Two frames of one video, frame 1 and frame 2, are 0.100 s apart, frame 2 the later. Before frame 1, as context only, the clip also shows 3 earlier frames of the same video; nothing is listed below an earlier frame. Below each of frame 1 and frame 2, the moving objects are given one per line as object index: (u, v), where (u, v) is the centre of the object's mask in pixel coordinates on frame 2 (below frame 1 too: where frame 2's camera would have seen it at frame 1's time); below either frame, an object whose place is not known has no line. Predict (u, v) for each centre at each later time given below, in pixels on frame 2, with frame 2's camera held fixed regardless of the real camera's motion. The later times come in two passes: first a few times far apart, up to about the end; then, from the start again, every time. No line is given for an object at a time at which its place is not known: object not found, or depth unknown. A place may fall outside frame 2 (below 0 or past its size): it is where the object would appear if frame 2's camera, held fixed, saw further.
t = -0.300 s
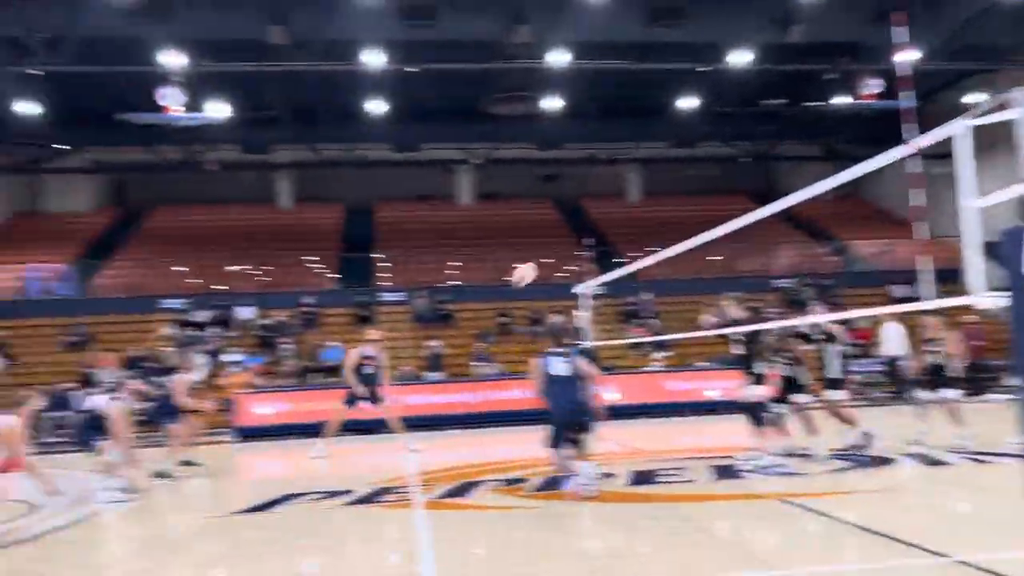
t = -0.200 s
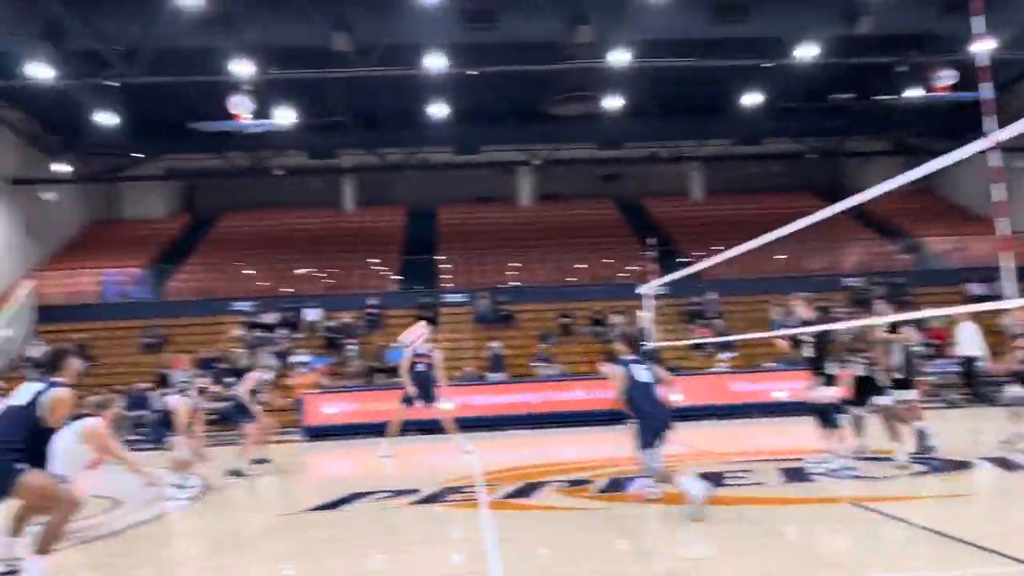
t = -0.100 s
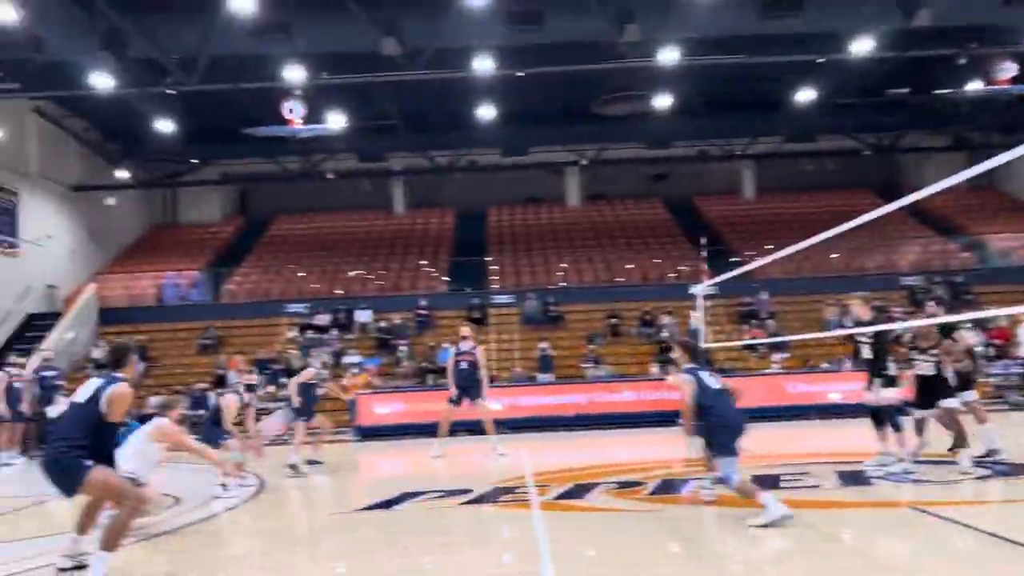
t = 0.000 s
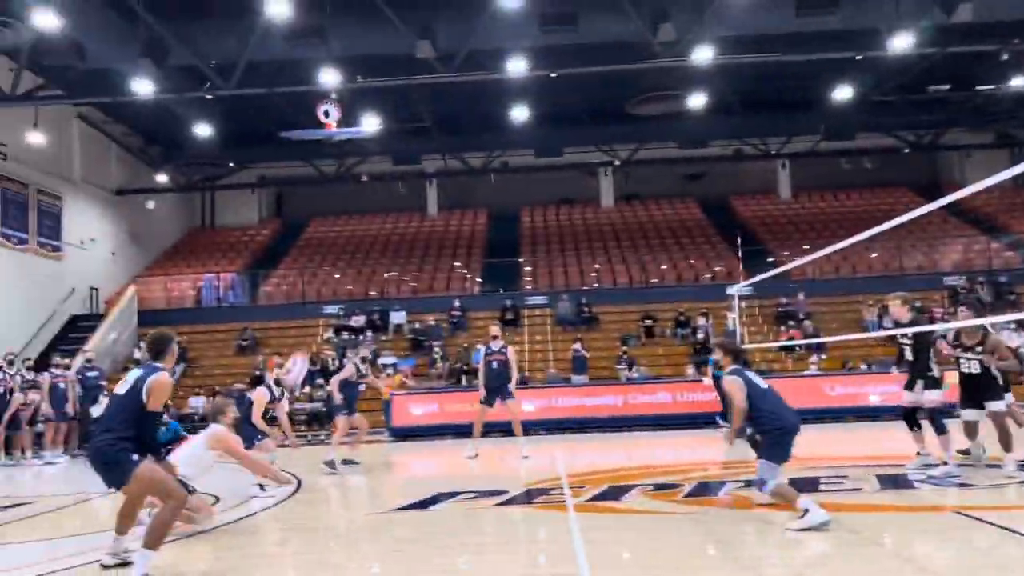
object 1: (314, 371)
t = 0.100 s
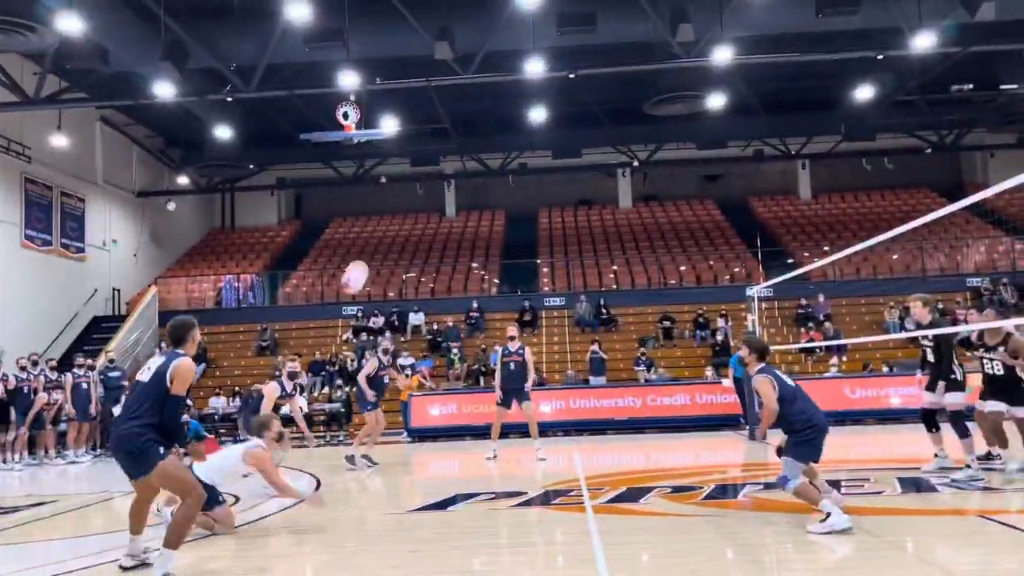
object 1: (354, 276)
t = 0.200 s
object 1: (390, 198)
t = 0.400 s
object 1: (453, 78)
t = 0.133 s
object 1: (367, 249)
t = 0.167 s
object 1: (378, 223)
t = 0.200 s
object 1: (390, 198)
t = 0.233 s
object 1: (401, 175)
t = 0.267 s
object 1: (412, 153)
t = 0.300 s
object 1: (423, 132)
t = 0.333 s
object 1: (433, 113)
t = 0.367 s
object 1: (444, 95)
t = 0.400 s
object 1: (453, 78)
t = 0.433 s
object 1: (463, 62)
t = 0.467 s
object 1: (473, 48)
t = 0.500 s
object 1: (482, 35)
